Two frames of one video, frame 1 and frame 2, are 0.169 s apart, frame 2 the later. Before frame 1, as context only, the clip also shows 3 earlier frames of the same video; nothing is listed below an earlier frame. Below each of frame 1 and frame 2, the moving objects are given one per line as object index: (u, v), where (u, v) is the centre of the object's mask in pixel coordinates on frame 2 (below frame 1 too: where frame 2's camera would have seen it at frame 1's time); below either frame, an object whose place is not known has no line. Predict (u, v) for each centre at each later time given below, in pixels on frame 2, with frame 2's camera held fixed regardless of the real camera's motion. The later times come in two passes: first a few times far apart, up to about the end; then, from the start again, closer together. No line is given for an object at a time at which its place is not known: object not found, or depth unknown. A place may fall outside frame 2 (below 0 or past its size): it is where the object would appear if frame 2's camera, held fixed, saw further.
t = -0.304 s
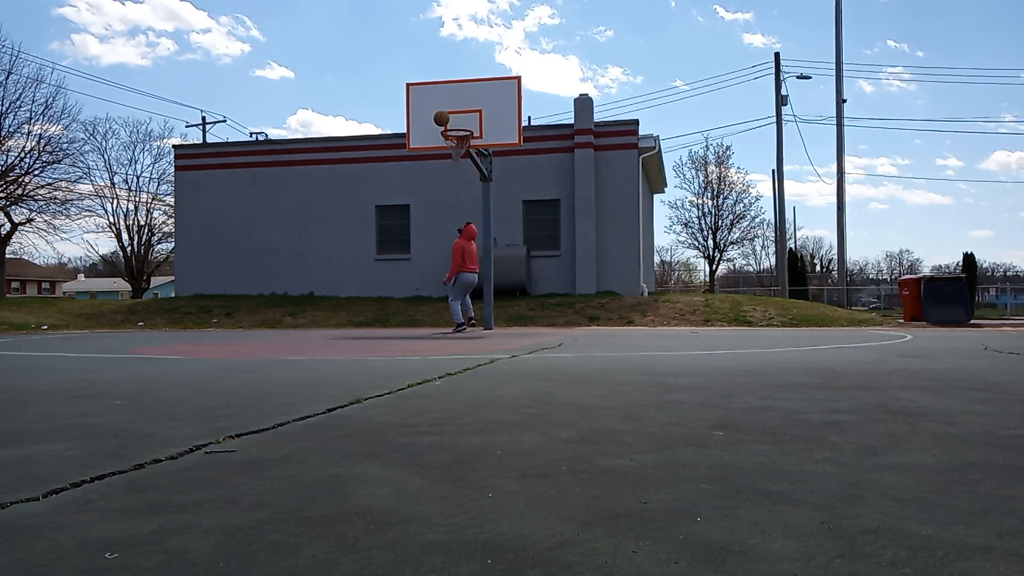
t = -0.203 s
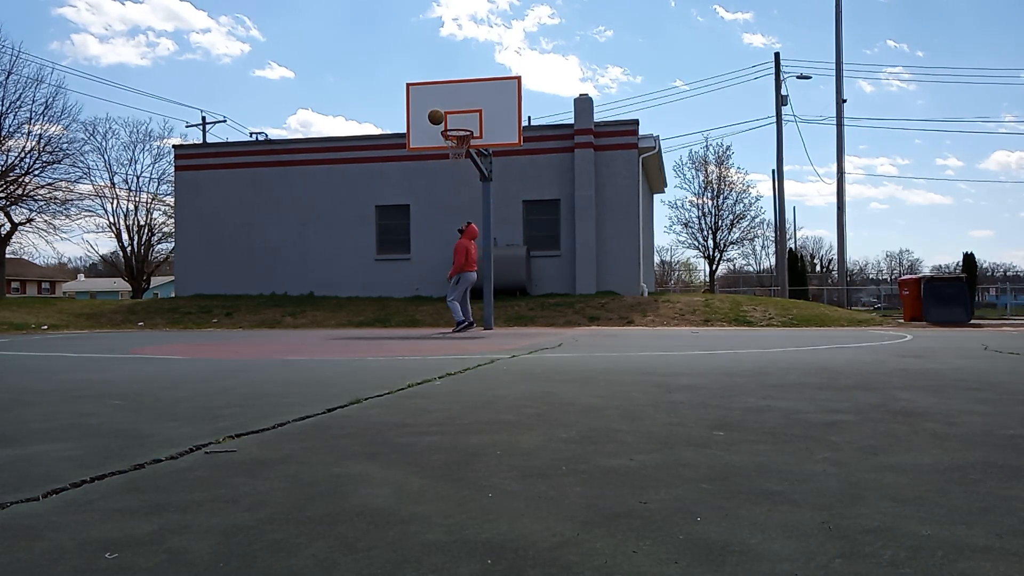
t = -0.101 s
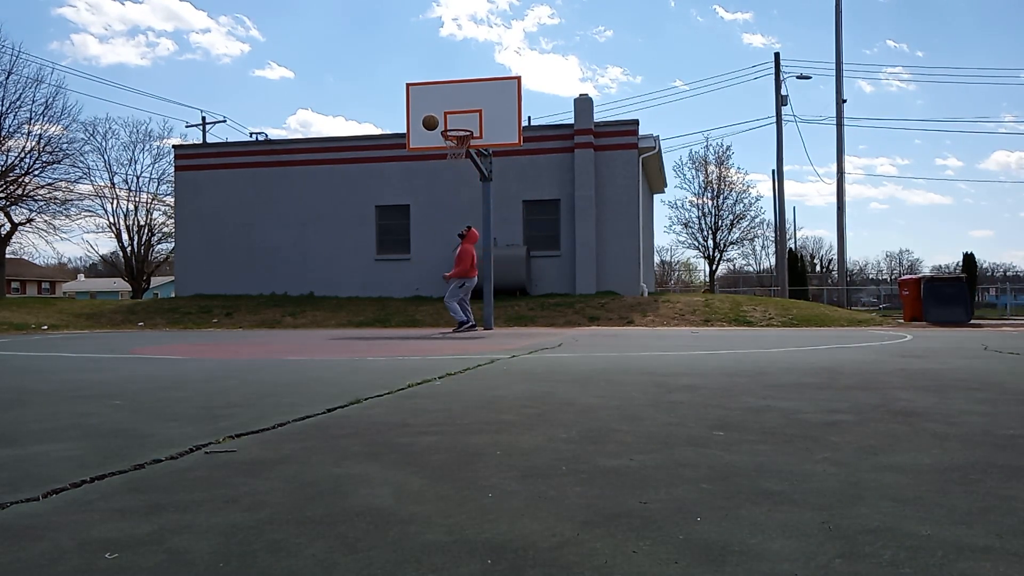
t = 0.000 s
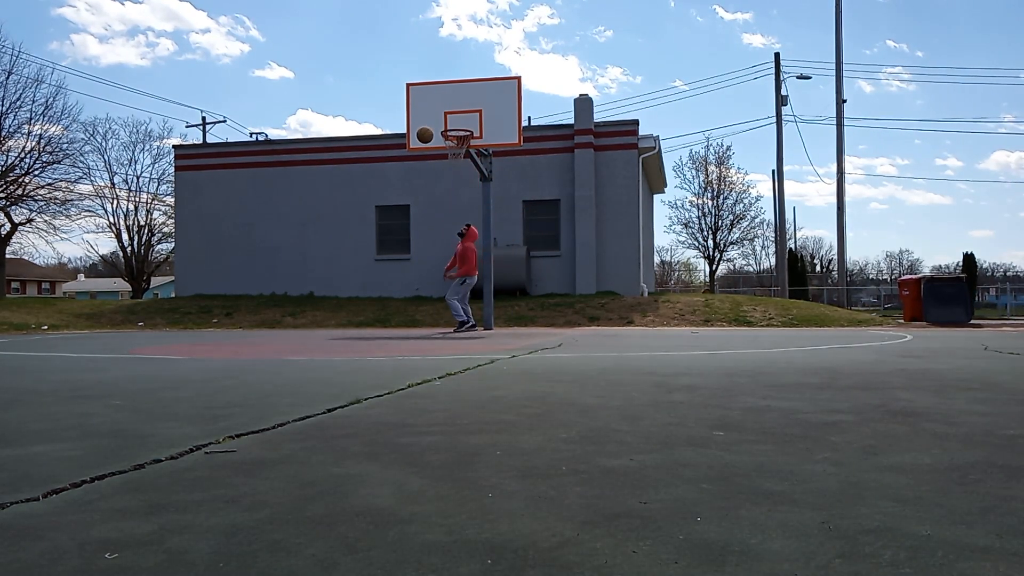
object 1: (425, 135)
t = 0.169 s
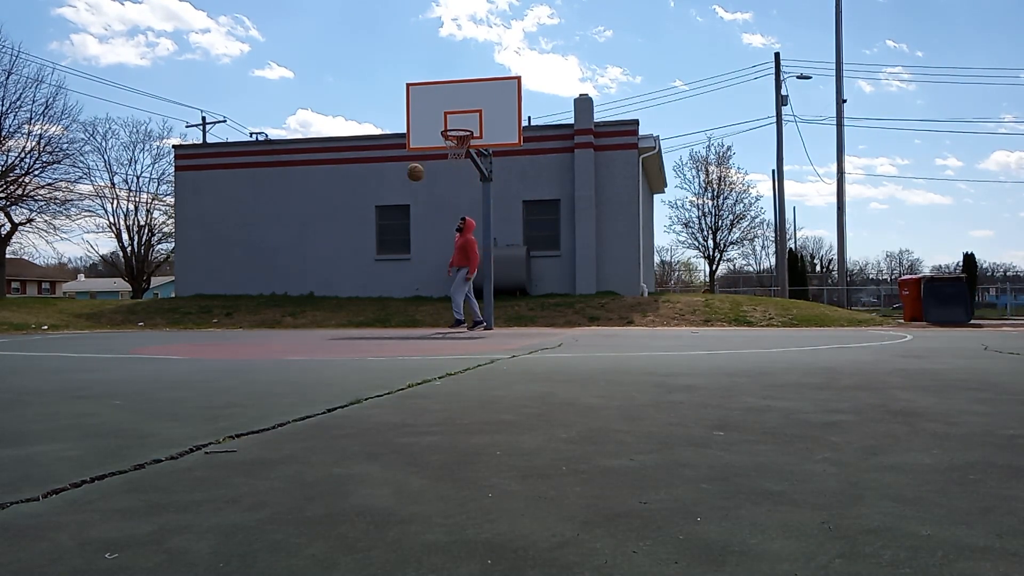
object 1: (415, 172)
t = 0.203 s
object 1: (413, 183)
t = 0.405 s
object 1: (402, 262)
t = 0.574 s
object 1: (391, 308)
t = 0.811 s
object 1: (370, 226)
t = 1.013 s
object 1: (351, 184)
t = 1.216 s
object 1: (331, 172)
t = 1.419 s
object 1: (309, 194)
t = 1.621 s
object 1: (286, 255)
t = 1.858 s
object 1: (257, 301)
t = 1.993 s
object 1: (238, 254)
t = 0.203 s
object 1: (413, 183)
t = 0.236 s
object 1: (411, 194)
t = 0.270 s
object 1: (409, 205)
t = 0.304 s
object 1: (407, 218)
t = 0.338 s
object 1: (405, 232)
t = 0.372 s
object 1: (404, 247)
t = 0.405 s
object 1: (402, 262)
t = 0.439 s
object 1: (400, 279)
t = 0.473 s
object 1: (398, 297)
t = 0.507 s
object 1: (396, 316)
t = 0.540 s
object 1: (394, 324)
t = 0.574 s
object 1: (391, 308)
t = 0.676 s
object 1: (382, 269)
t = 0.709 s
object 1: (379, 257)
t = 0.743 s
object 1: (376, 246)
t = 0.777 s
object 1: (373, 236)
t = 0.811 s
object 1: (370, 226)
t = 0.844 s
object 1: (367, 217)
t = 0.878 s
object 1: (364, 209)
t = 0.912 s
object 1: (361, 201)
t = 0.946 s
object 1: (357, 194)
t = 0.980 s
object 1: (354, 189)
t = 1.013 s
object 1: (351, 184)
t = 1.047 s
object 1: (348, 179)
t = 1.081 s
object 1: (344, 176)
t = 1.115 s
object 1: (341, 174)
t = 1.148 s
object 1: (338, 172)
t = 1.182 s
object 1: (334, 172)
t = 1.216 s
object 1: (331, 172)
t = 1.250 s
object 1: (327, 173)
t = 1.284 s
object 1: (323, 175)
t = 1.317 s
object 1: (320, 178)
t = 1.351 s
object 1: (316, 182)
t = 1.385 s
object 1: (313, 188)
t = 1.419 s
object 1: (309, 194)
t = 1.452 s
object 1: (305, 201)
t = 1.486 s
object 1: (301, 210)
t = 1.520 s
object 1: (297, 219)
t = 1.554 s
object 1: (294, 230)
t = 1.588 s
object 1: (290, 242)
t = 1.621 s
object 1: (286, 255)
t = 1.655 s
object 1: (282, 269)
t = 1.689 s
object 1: (278, 284)
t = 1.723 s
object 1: (274, 301)
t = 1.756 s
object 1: (270, 319)
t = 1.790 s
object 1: (265, 331)
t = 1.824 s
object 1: (261, 315)
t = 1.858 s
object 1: (257, 301)
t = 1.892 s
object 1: (252, 288)
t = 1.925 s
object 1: (248, 276)
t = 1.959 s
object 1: (243, 265)
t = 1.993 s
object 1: (238, 254)
